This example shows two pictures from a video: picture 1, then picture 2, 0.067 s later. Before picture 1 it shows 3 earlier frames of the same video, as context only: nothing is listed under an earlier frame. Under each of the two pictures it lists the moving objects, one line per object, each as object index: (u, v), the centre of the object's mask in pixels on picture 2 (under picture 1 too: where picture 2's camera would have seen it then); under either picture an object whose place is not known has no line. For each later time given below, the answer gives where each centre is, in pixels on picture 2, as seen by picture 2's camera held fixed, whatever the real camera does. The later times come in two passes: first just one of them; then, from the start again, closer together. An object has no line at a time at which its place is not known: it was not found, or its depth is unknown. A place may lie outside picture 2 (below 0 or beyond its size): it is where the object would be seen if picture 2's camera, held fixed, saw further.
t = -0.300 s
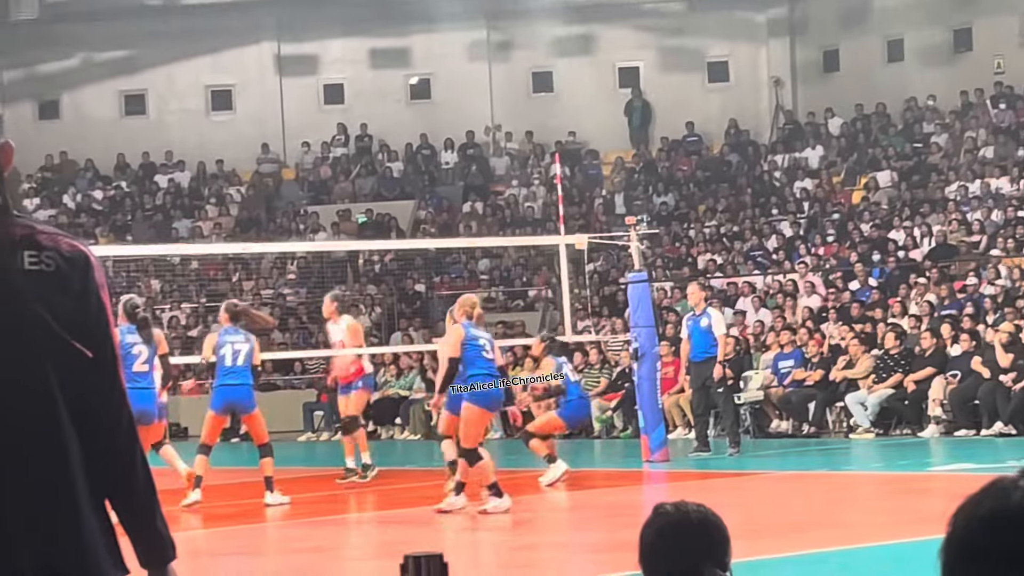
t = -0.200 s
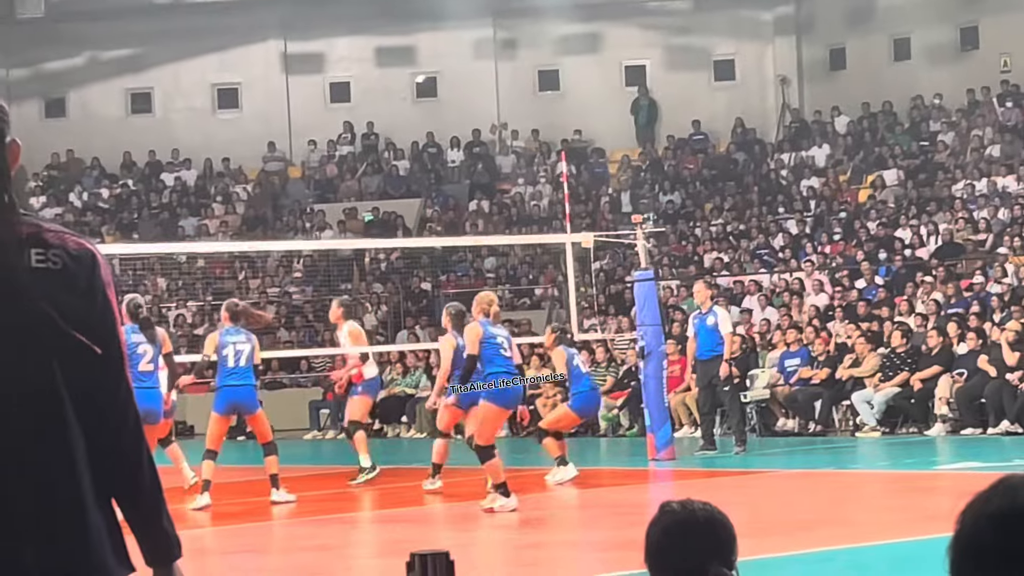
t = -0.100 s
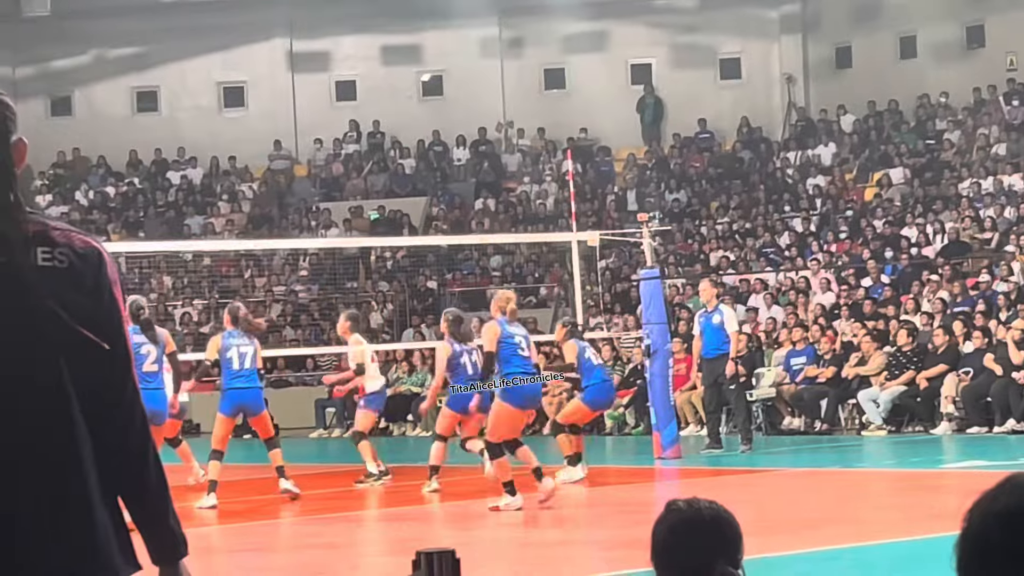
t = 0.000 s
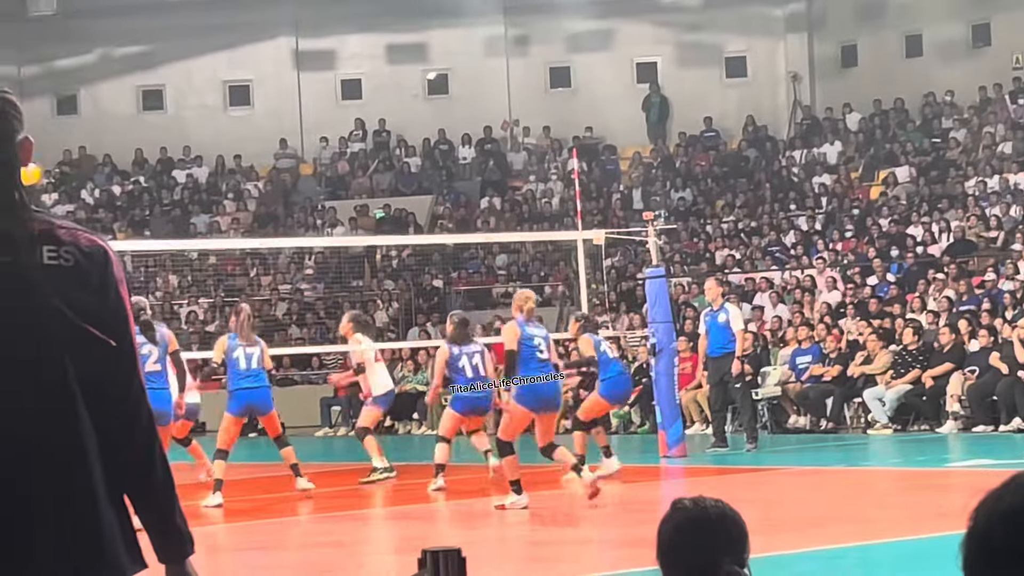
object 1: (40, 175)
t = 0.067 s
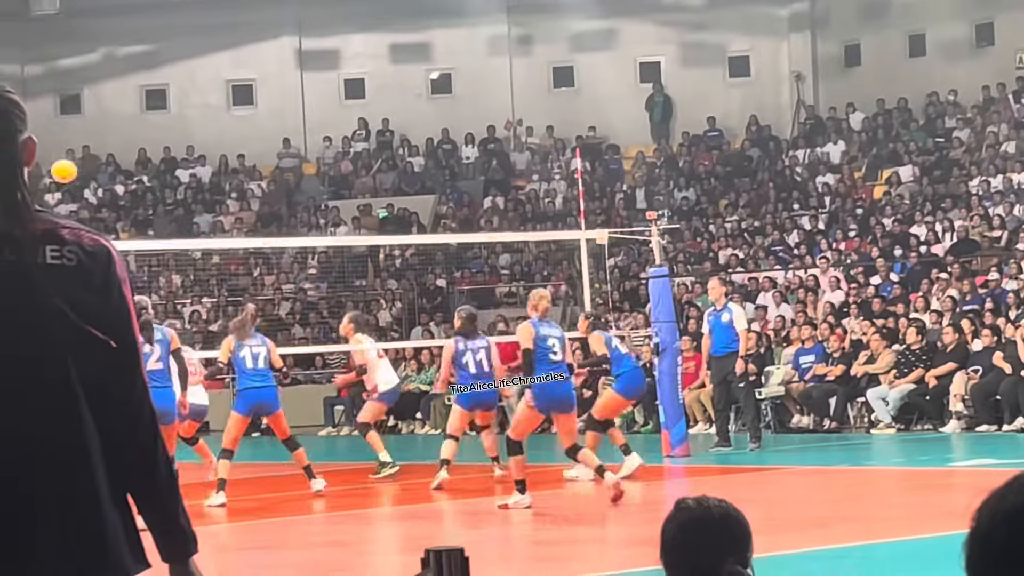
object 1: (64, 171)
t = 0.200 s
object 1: (133, 180)
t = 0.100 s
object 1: (81, 172)
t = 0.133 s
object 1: (98, 173)
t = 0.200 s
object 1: (133, 180)
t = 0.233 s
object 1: (150, 184)
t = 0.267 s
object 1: (167, 190)
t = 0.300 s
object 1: (184, 197)
